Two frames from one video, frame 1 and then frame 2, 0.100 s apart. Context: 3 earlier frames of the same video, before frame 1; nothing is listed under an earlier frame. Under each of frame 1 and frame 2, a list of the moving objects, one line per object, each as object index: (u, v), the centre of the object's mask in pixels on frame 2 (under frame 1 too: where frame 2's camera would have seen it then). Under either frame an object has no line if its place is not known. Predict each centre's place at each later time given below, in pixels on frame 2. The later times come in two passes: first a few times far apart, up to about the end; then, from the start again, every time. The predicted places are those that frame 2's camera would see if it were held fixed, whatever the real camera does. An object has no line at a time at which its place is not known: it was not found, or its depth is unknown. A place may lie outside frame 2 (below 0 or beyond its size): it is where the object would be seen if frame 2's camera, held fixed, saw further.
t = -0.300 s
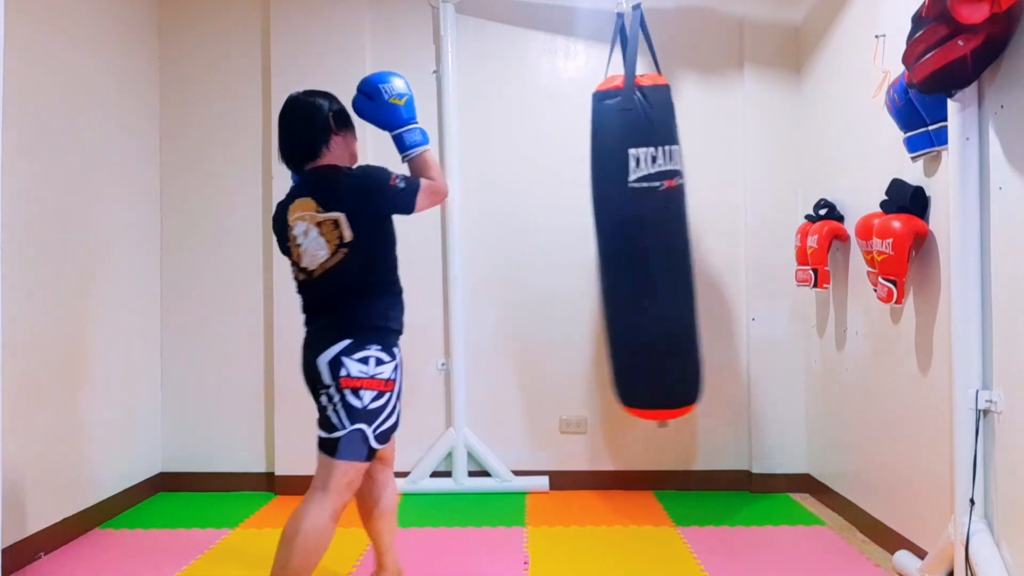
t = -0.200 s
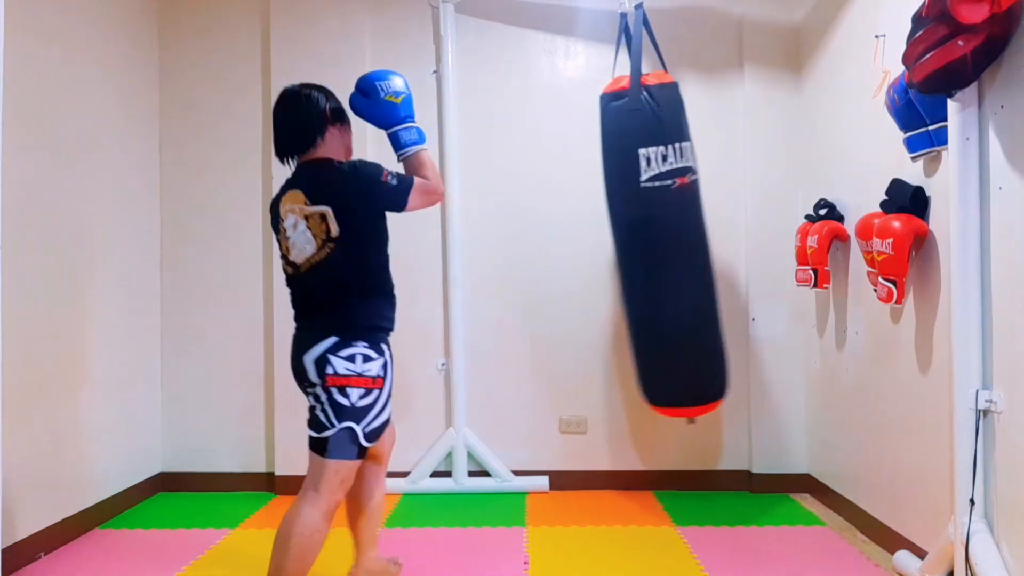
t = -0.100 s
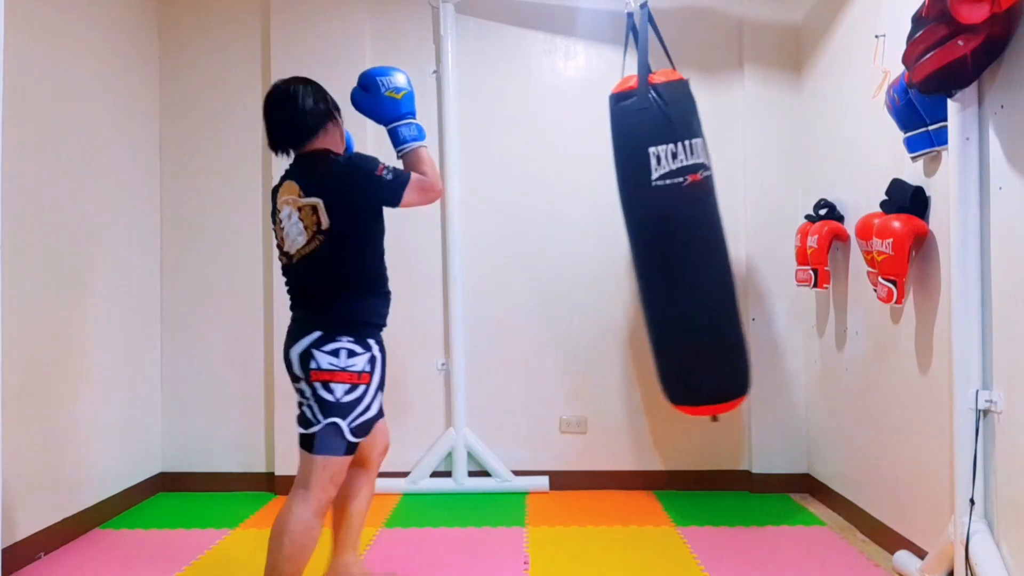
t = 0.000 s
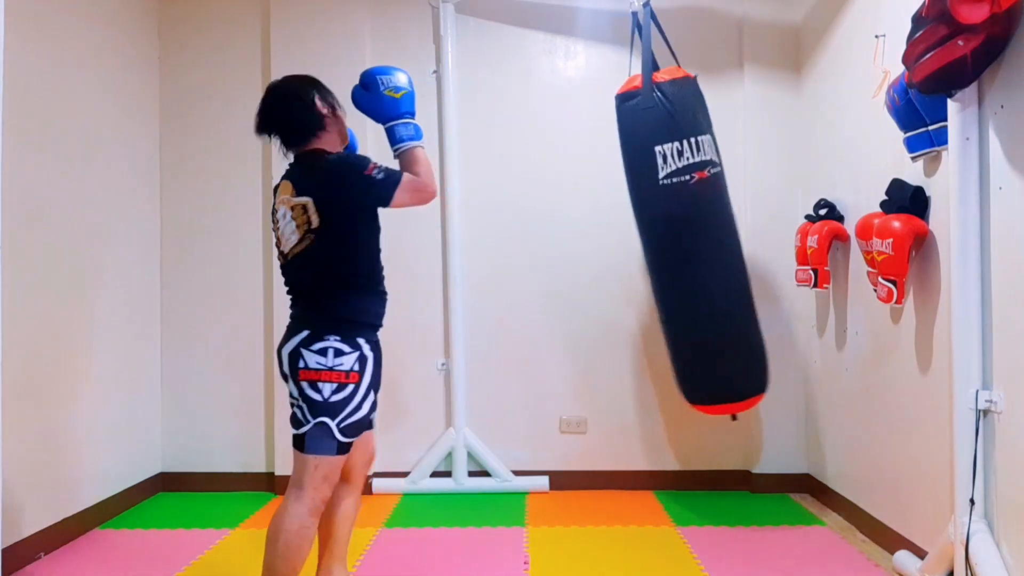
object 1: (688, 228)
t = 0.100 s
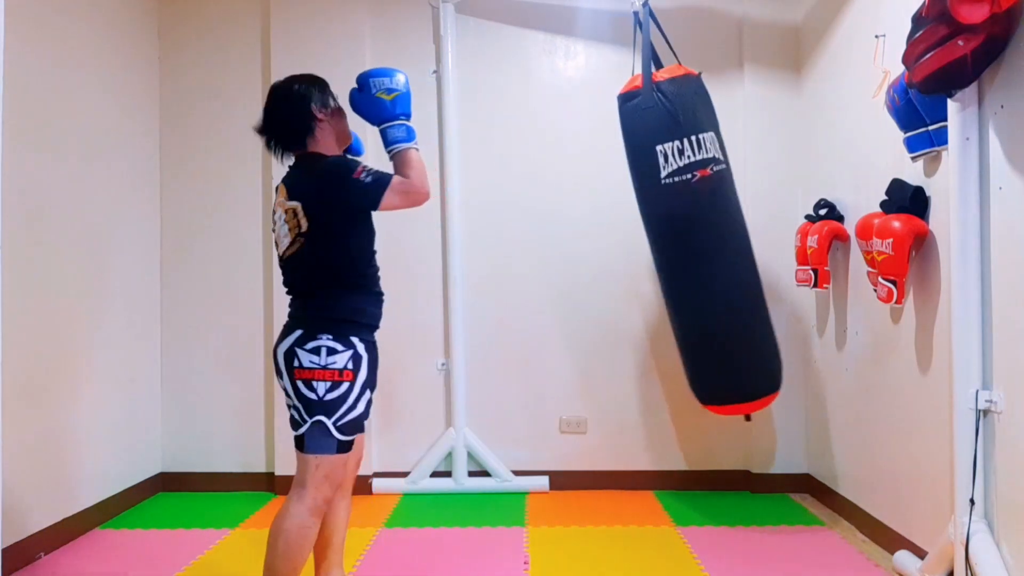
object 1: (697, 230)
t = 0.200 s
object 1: (702, 231)
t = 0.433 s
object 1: (693, 239)
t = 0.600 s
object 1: (669, 243)
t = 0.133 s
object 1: (699, 230)
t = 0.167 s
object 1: (701, 231)
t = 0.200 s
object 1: (702, 231)
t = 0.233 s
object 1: (702, 232)
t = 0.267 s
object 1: (702, 233)
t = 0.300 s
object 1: (702, 234)
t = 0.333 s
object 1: (700, 235)
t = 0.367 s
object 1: (698, 236)
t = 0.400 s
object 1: (696, 237)
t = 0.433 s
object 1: (693, 239)
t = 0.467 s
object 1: (689, 240)
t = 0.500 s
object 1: (685, 241)
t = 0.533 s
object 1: (680, 242)
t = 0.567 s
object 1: (675, 243)
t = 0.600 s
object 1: (669, 243)
